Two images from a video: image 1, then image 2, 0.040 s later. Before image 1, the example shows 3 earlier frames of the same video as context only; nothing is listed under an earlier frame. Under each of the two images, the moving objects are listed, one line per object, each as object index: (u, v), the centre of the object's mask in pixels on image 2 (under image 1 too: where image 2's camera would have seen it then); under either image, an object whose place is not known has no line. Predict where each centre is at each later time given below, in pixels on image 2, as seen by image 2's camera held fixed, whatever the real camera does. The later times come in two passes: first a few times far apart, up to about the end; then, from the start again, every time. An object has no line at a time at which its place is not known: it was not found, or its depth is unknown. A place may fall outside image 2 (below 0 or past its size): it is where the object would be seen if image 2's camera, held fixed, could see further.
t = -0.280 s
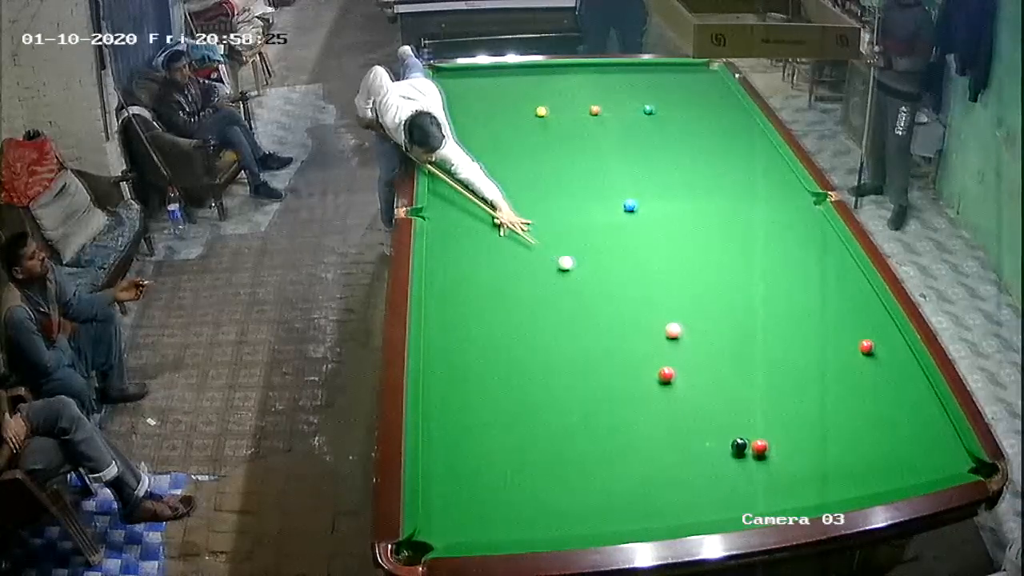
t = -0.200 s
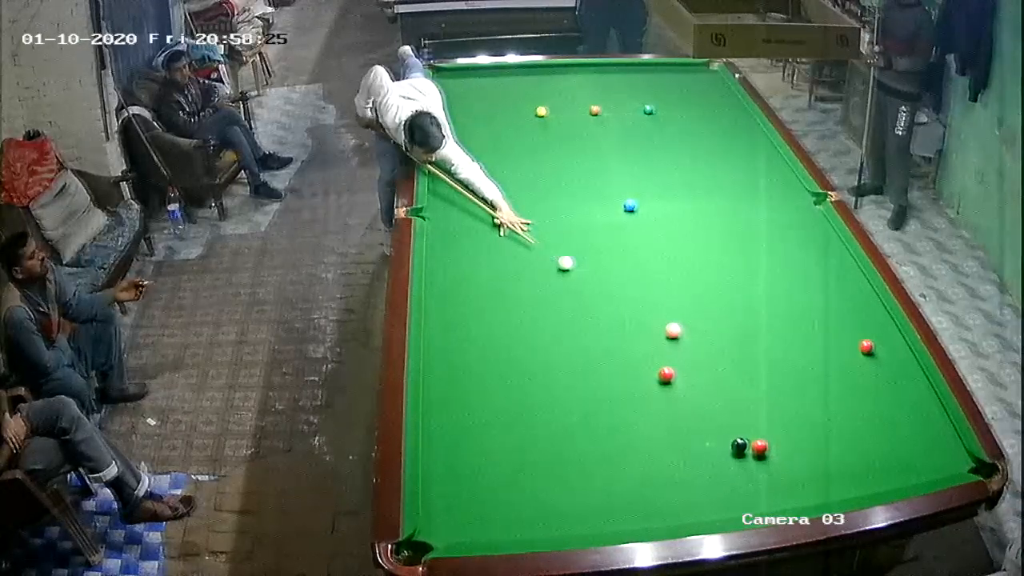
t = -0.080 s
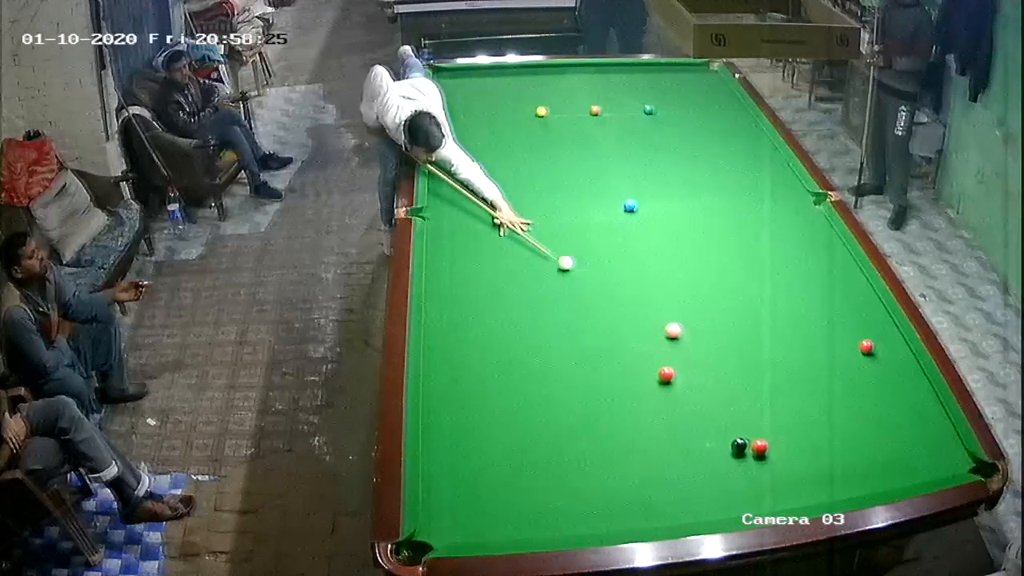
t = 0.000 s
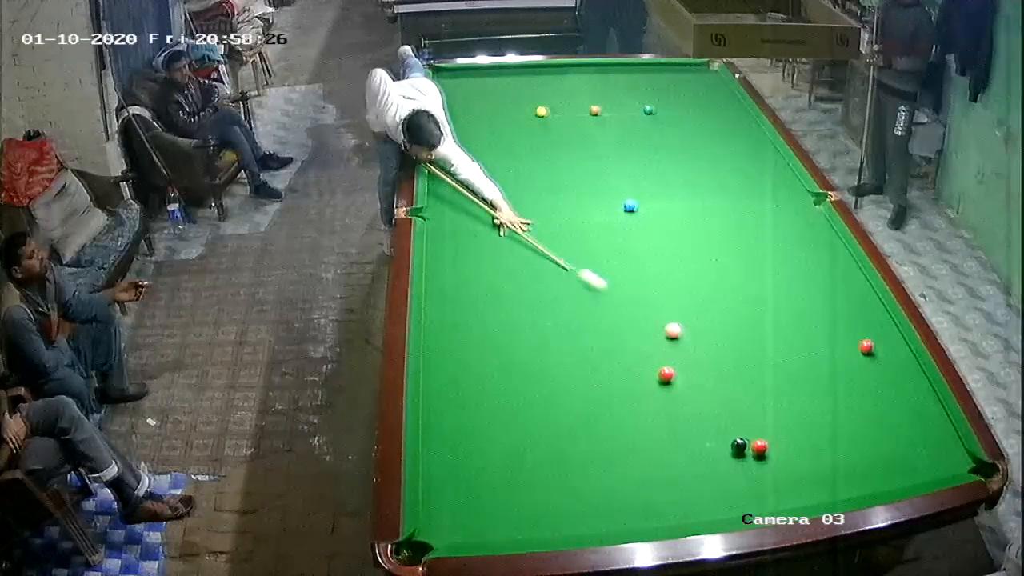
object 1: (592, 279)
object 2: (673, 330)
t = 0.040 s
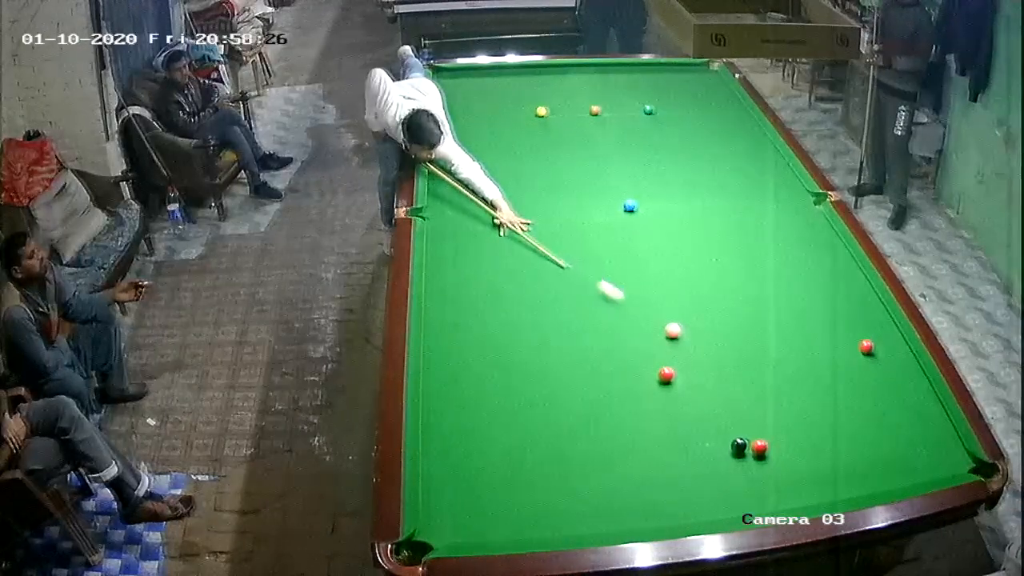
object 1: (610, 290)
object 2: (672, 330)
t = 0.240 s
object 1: (657, 327)
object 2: (706, 345)
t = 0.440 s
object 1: (648, 332)
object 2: (776, 376)
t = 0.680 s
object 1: (637, 337)
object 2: (858, 413)
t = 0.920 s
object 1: (627, 342)
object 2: (933, 448)
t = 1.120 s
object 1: (621, 345)
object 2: (988, 477)
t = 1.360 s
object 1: (614, 348)
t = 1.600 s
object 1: (609, 351)
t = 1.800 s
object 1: (606, 353)
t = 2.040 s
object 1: (603, 354)
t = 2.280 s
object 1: (601, 354)
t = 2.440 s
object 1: (601, 354)
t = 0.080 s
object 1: (627, 301)
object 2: (673, 330)
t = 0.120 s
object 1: (644, 312)
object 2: (673, 330)
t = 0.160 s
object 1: (660, 323)
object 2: (675, 331)
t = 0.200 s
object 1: (660, 326)
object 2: (690, 337)
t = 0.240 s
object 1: (657, 327)
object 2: (706, 345)
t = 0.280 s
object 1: (655, 328)
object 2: (722, 352)
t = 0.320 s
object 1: (653, 329)
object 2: (736, 358)
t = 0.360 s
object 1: (651, 330)
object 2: (750, 365)
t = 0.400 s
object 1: (650, 331)
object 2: (763, 371)
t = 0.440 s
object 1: (648, 332)
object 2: (776, 376)
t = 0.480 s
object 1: (646, 333)
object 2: (790, 383)
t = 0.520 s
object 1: (644, 334)
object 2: (804, 389)
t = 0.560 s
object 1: (642, 334)
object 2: (818, 395)
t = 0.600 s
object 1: (640, 335)
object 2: (831, 401)
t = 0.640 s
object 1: (639, 336)
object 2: (843, 407)
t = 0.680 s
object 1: (637, 337)
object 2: (858, 413)
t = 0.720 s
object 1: (635, 338)
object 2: (871, 419)
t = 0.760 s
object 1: (633, 339)
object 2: (884, 425)
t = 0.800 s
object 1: (632, 339)
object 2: (897, 431)
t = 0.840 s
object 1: (631, 340)
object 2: (909, 437)
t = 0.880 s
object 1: (629, 341)
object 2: (921, 442)
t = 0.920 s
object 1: (627, 342)
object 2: (933, 448)
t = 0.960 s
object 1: (626, 342)
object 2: (945, 453)
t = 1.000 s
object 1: (625, 343)
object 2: (957, 459)
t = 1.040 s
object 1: (623, 343)
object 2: (969, 464)
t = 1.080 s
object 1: (622, 344)
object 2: (979, 469)
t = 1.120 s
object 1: (621, 345)
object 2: (988, 477)
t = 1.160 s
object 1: (619, 345)
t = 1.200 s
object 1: (618, 346)
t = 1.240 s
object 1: (617, 347)
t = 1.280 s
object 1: (616, 347)
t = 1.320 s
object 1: (615, 348)
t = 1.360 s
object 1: (614, 348)
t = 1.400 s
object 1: (613, 349)
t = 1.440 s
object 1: (612, 349)
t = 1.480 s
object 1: (612, 350)
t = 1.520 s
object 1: (611, 350)
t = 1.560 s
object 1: (610, 351)
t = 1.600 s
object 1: (609, 351)
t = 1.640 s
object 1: (609, 351)
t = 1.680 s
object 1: (608, 352)
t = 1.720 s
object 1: (607, 352)
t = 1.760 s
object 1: (606, 352)
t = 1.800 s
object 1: (606, 353)
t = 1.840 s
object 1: (605, 353)
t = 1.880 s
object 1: (605, 353)
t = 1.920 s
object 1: (604, 353)
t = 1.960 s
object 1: (604, 354)
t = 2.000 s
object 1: (603, 354)
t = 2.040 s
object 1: (603, 354)
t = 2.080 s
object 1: (603, 354)
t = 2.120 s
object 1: (602, 354)
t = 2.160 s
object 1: (602, 354)
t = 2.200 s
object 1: (602, 354)
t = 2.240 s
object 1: (601, 354)
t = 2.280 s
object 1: (601, 354)
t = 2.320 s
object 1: (601, 354)
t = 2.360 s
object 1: (601, 354)
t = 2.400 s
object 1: (601, 354)
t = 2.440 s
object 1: (601, 354)
